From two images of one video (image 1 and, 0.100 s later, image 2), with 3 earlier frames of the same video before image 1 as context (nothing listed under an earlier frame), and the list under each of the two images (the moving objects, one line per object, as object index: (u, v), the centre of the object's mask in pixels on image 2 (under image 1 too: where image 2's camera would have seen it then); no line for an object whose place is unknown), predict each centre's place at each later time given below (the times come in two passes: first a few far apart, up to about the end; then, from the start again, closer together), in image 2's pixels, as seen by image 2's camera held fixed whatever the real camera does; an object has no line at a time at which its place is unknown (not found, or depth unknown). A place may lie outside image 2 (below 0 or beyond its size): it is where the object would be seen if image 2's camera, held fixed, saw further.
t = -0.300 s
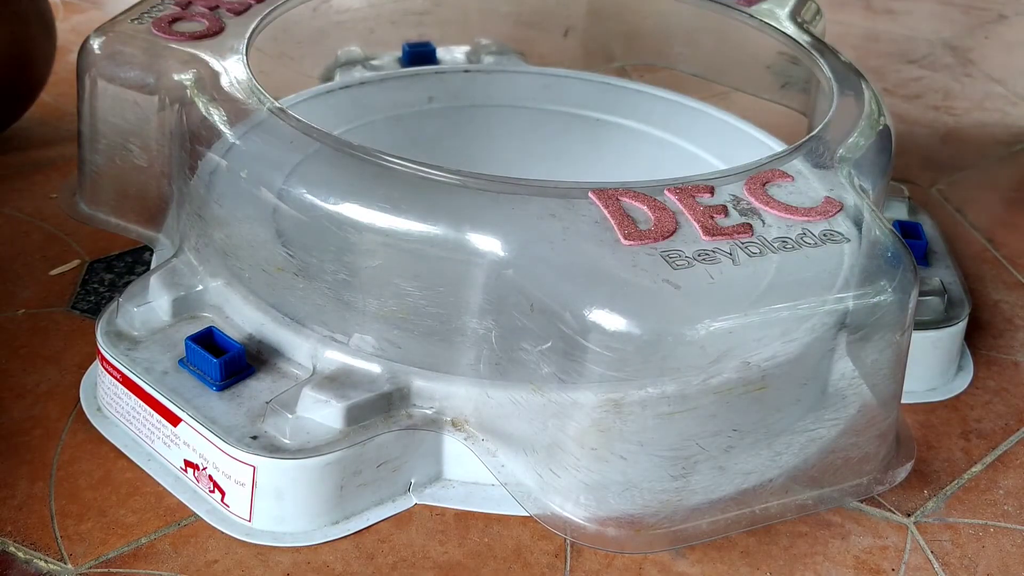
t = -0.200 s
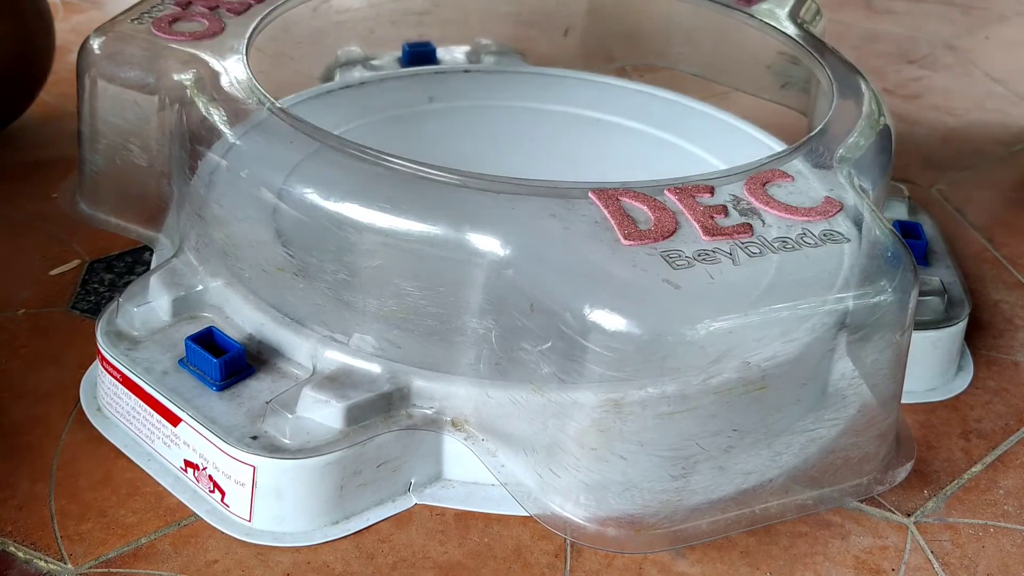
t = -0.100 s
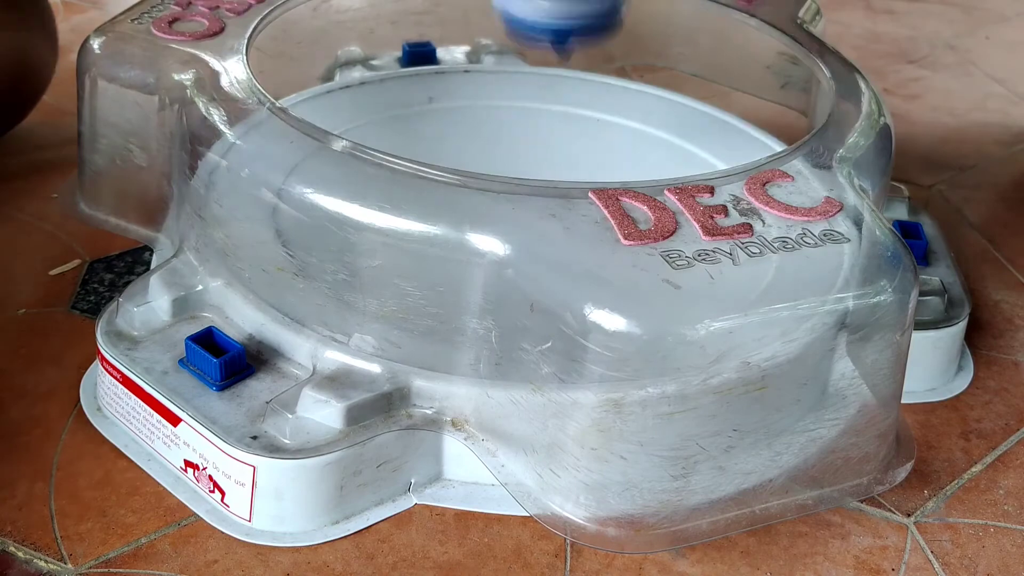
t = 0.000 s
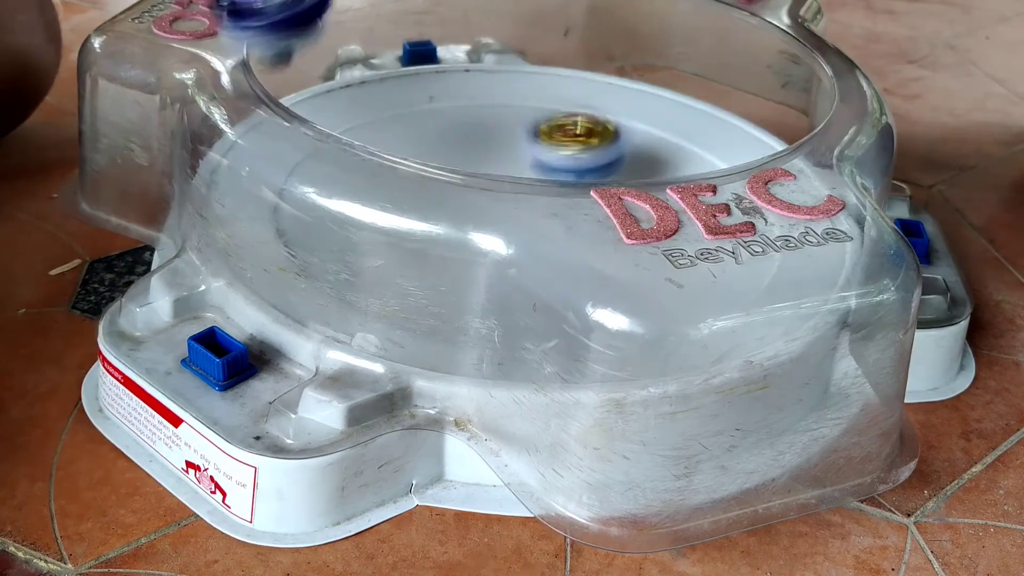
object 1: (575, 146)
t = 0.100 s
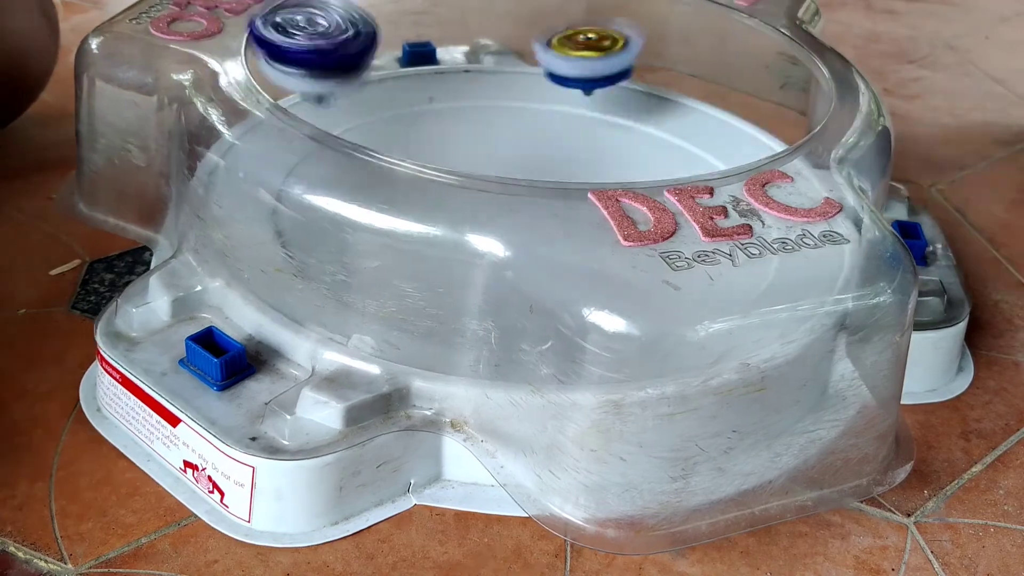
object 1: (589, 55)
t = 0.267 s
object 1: (579, 90)
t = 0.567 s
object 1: (497, 239)
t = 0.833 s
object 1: (445, 160)
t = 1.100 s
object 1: (413, 114)
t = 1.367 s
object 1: (540, 189)
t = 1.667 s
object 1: (318, 246)
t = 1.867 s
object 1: (261, 176)
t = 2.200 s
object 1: (437, 104)
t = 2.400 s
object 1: (693, 171)
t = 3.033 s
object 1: (409, 136)
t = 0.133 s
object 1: (589, 65)
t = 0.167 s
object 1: (589, 82)
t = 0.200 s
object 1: (587, 67)
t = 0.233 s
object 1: (585, 69)
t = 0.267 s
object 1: (579, 90)
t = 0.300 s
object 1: (570, 137)
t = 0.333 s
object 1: (564, 156)
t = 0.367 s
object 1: (557, 180)
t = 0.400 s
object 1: (547, 201)
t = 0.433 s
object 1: (536, 220)
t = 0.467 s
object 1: (533, 225)
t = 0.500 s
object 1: (520, 232)
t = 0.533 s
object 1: (510, 235)
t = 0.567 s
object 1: (497, 239)
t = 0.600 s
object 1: (486, 236)
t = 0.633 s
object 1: (474, 230)
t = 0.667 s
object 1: (464, 230)
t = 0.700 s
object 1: (452, 216)
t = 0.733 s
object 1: (444, 213)
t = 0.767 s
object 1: (439, 198)
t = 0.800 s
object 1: (439, 185)
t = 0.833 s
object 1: (445, 160)
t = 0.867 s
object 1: (447, 143)
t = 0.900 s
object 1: (439, 133)
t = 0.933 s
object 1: (420, 128)
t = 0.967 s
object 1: (408, 123)
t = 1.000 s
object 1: (401, 119)
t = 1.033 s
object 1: (400, 116)
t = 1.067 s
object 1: (404, 114)
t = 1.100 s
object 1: (413, 114)
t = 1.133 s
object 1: (426, 114)
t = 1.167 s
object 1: (445, 113)
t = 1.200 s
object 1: (467, 113)
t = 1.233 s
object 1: (495, 113)
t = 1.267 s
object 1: (526, 114)
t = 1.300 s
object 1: (538, 132)
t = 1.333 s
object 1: (541, 153)
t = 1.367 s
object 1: (540, 189)
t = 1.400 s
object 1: (526, 222)
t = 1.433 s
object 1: (510, 234)
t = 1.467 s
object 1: (484, 247)
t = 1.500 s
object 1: (454, 258)
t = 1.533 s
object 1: (432, 265)
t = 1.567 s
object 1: (414, 270)
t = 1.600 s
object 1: (362, 264)
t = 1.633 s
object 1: (335, 258)
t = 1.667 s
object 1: (318, 246)
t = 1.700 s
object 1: (301, 234)
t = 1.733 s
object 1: (291, 225)
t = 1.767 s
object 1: (282, 210)
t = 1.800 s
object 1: (274, 197)
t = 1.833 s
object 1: (268, 187)
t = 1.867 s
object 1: (261, 176)
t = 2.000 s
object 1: (260, 123)
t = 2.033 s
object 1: (275, 107)
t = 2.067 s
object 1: (304, 91)
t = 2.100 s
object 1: (322, 90)
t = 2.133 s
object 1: (356, 89)
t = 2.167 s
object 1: (393, 97)
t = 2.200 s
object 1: (437, 104)
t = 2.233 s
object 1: (484, 114)
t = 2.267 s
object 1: (533, 128)
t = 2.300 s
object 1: (581, 143)
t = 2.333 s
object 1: (626, 157)
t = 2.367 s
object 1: (661, 165)
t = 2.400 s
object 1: (693, 171)
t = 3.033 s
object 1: (409, 136)
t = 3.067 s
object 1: (458, 134)
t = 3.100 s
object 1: (509, 132)
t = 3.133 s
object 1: (562, 131)
